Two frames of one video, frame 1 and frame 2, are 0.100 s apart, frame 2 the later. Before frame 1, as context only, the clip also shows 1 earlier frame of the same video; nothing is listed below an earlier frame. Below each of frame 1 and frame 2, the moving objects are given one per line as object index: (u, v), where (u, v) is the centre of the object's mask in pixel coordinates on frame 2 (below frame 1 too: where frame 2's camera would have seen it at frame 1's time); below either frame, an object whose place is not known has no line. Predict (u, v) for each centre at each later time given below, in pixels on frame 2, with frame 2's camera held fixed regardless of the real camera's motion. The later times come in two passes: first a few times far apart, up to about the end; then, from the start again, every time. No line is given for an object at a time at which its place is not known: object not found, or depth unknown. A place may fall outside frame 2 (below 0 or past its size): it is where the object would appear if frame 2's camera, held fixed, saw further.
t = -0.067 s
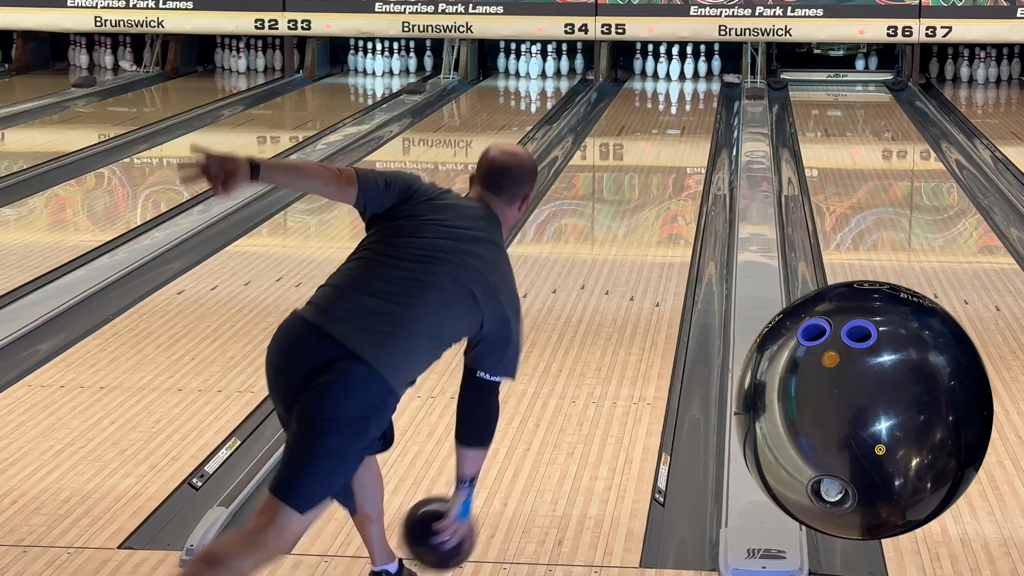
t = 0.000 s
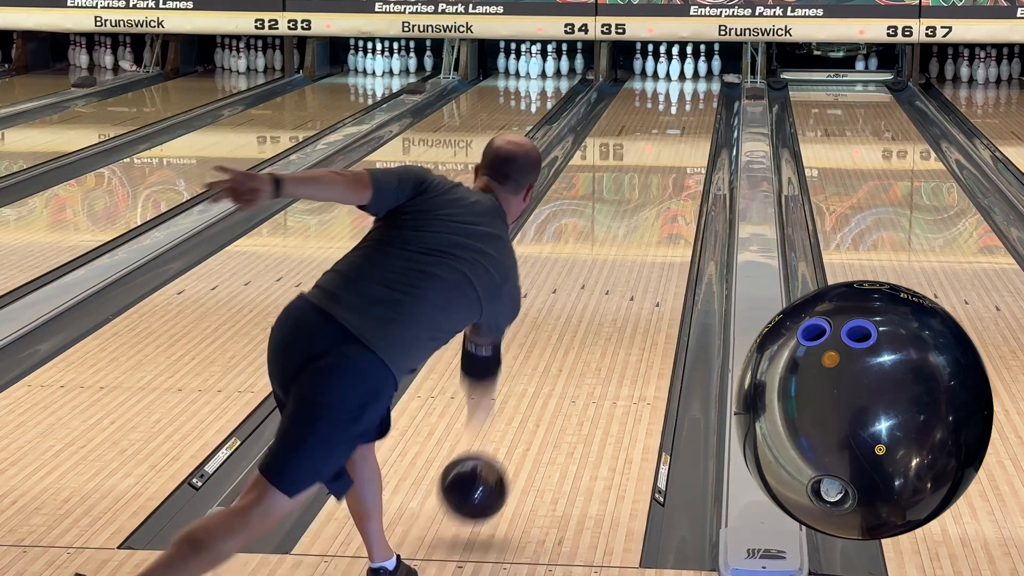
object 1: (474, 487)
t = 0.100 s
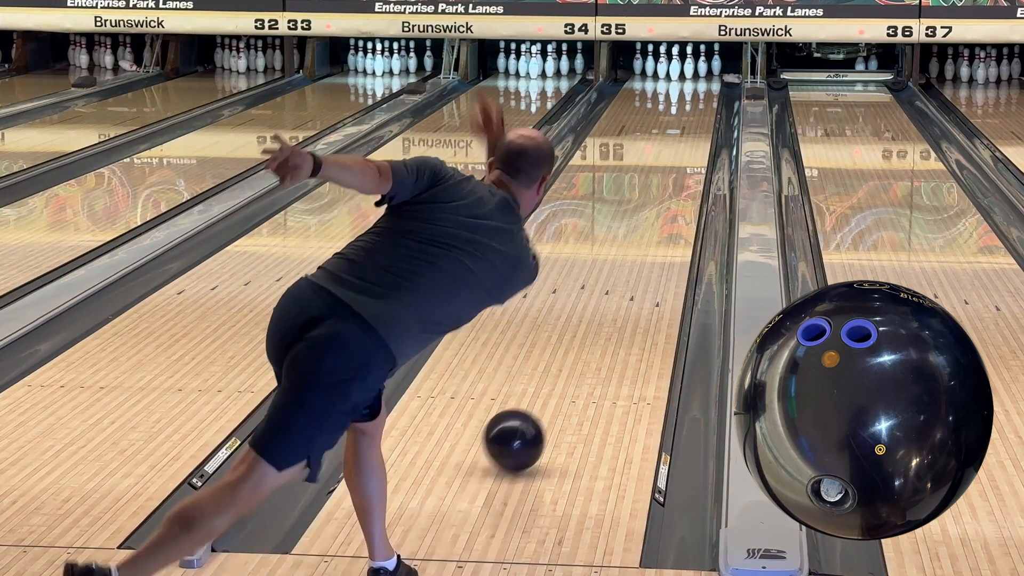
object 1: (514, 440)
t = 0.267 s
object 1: (565, 360)
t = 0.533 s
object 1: (617, 270)
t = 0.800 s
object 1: (651, 211)
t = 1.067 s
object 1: (674, 168)
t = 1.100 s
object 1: (676, 164)
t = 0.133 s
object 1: (526, 424)
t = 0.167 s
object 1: (537, 406)
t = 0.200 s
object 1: (546, 390)
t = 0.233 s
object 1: (556, 374)
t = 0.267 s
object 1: (565, 360)
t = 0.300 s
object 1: (573, 346)
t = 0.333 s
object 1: (580, 333)
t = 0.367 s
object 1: (587, 321)
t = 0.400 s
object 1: (594, 309)
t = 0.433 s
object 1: (600, 298)
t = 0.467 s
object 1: (606, 288)
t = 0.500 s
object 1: (612, 279)
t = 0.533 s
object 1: (617, 270)
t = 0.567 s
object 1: (622, 261)
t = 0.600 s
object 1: (627, 253)
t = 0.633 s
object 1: (632, 245)
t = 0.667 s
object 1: (636, 238)
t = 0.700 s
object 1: (640, 231)
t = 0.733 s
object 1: (644, 224)
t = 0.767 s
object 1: (647, 217)
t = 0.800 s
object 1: (651, 211)
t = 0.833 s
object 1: (654, 205)
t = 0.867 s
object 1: (657, 198)
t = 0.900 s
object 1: (661, 193)
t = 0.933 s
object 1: (664, 187)
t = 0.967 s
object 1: (666, 182)
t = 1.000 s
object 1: (669, 177)
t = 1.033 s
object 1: (671, 173)
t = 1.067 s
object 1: (674, 168)
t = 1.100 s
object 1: (676, 164)
